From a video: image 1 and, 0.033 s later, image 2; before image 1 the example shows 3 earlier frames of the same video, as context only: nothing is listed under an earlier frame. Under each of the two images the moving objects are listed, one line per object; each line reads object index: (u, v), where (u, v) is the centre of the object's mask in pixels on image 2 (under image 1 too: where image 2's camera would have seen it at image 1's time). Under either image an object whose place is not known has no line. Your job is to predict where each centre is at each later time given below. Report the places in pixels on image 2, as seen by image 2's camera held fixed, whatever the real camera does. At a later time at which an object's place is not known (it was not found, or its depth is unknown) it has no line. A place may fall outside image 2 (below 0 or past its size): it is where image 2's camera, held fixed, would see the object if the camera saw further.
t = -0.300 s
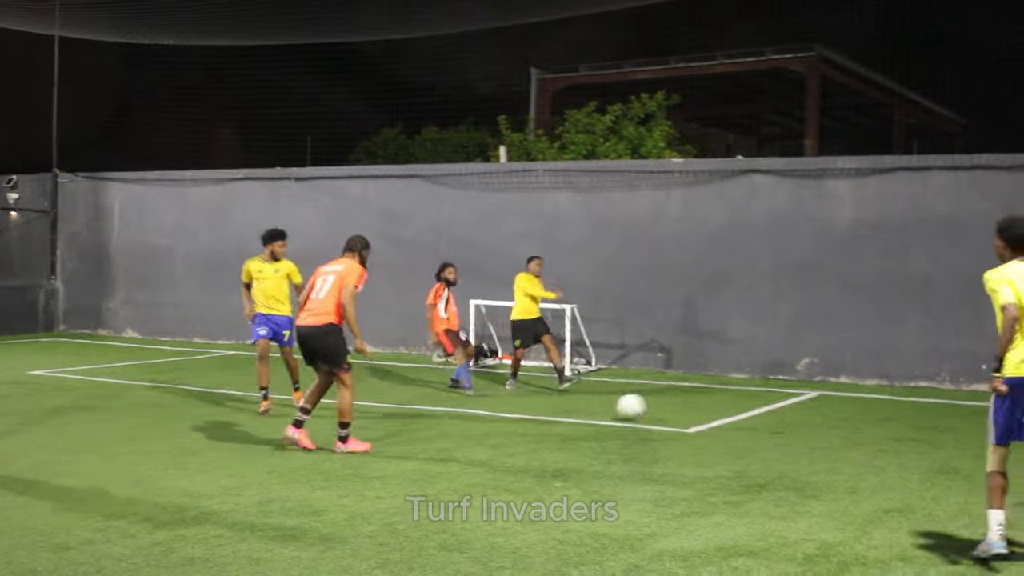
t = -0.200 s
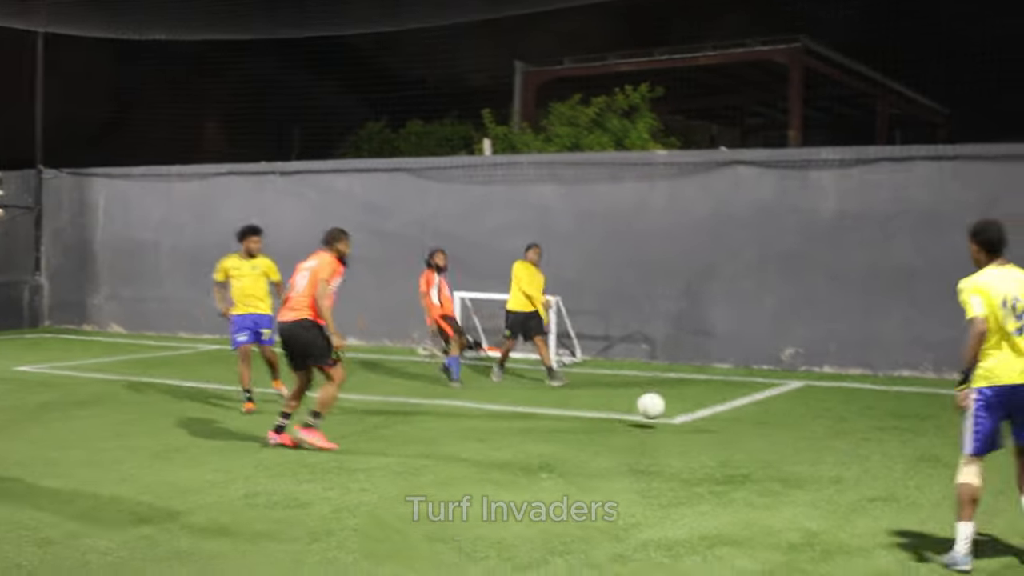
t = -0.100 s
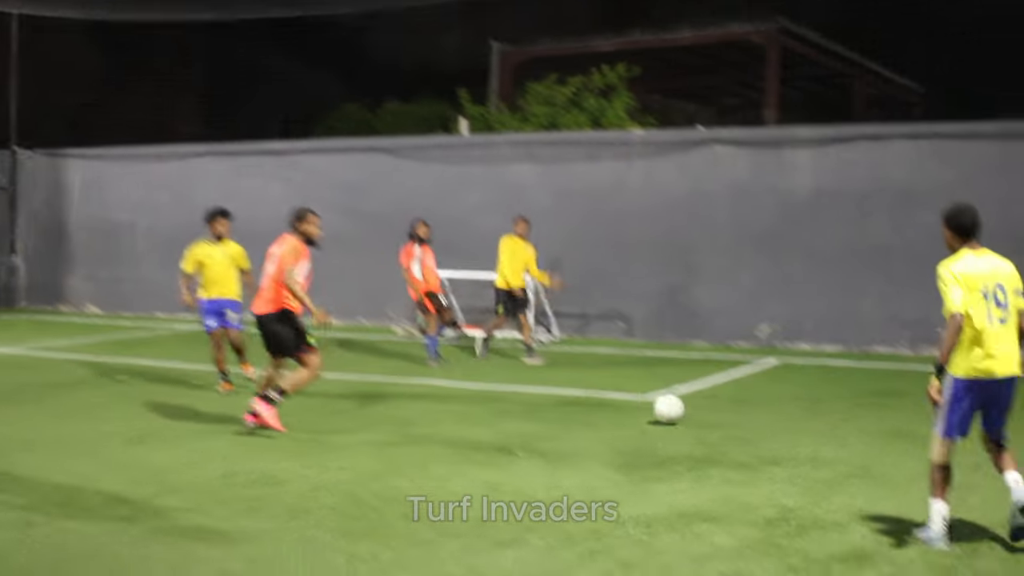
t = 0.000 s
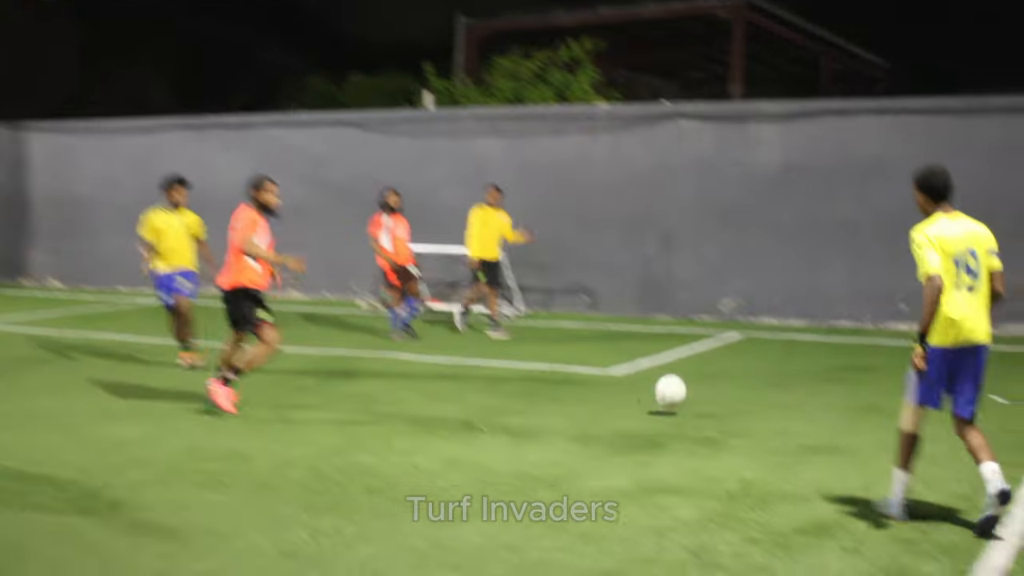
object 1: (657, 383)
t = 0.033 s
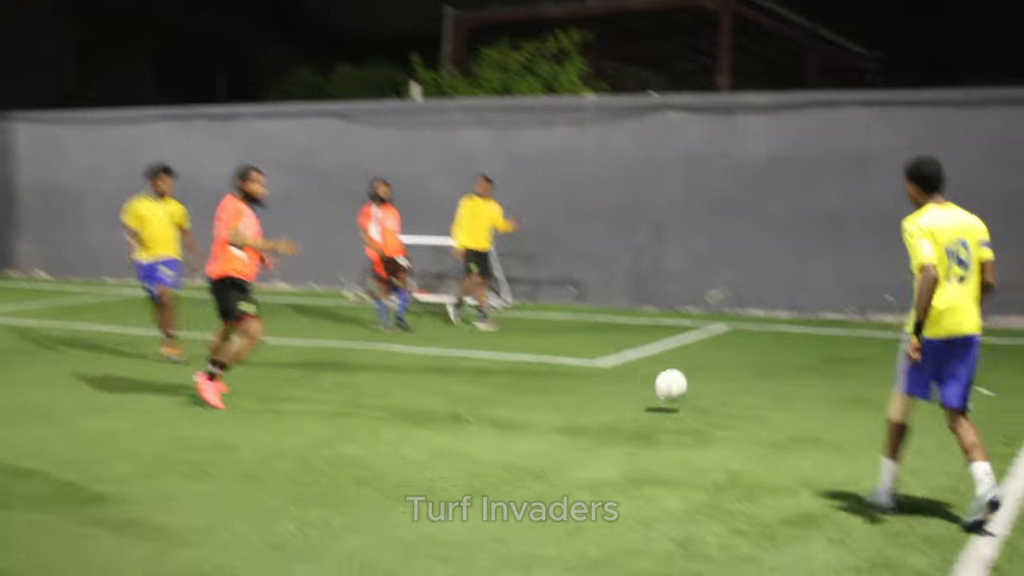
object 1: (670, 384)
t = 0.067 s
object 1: (684, 390)
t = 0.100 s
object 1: (699, 397)
